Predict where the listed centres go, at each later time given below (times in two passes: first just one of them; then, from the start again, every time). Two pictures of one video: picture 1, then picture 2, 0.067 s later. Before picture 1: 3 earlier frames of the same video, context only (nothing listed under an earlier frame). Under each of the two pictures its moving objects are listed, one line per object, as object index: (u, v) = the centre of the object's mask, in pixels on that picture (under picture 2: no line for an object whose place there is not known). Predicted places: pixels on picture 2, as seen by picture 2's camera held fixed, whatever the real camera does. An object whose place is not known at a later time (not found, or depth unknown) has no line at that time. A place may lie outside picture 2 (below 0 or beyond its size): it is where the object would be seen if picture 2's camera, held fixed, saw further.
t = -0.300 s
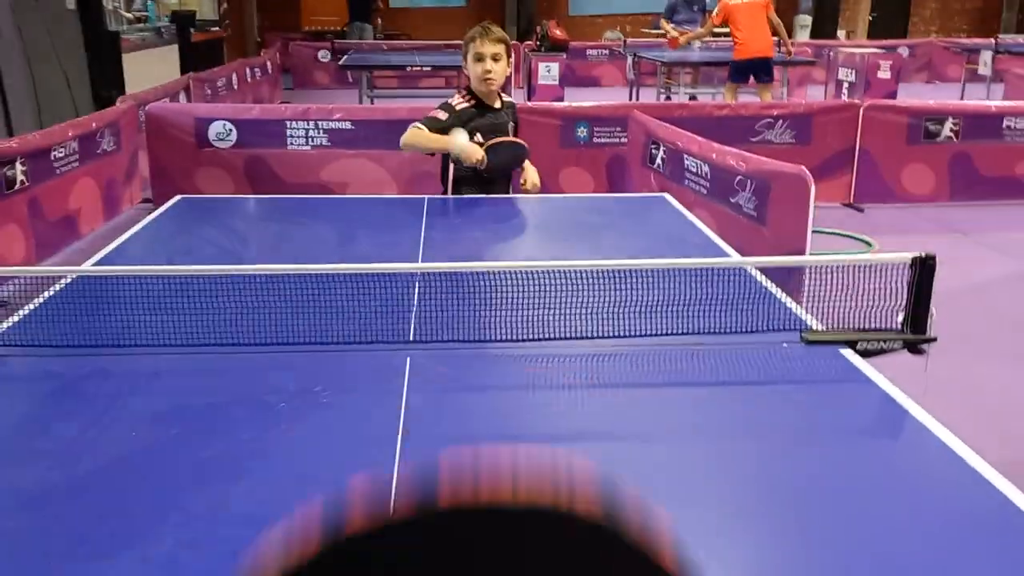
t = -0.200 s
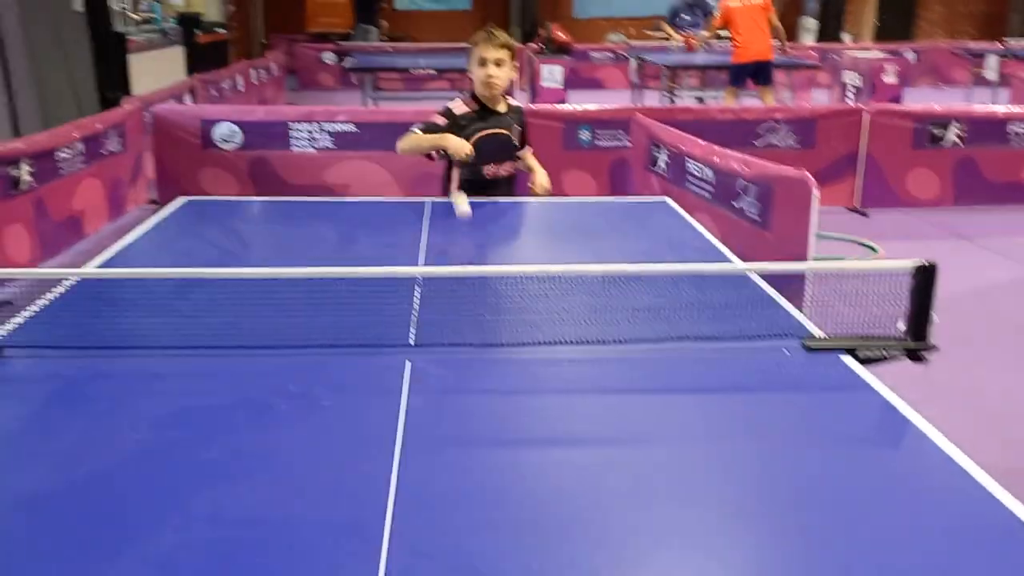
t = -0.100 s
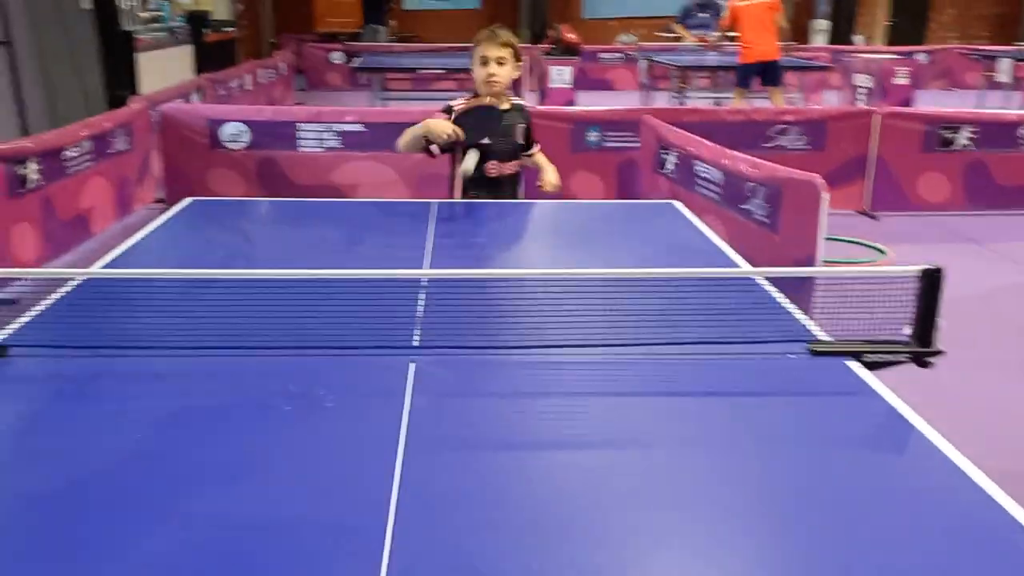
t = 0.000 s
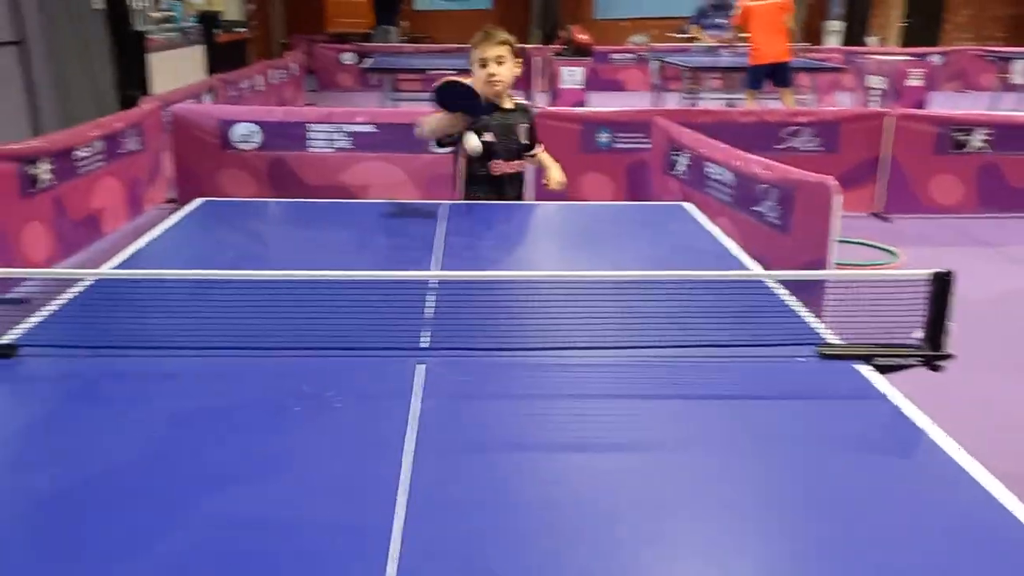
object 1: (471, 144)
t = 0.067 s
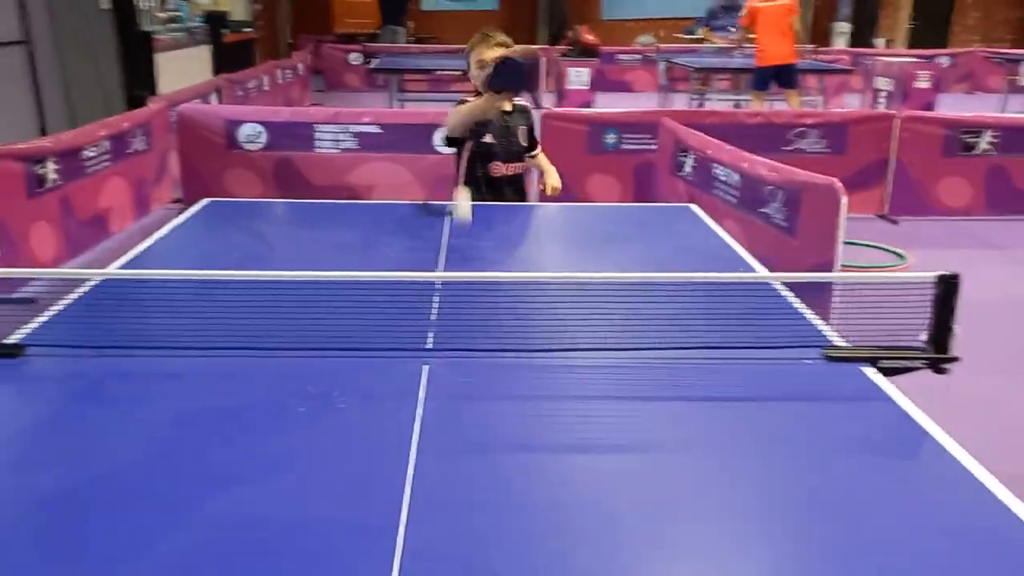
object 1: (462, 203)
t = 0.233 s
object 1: (417, 227)
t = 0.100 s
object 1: (453, 254)
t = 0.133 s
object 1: (442, 254)
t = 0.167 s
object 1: (434, 241)
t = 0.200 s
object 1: (425, 232)
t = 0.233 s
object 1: (417, 227)
